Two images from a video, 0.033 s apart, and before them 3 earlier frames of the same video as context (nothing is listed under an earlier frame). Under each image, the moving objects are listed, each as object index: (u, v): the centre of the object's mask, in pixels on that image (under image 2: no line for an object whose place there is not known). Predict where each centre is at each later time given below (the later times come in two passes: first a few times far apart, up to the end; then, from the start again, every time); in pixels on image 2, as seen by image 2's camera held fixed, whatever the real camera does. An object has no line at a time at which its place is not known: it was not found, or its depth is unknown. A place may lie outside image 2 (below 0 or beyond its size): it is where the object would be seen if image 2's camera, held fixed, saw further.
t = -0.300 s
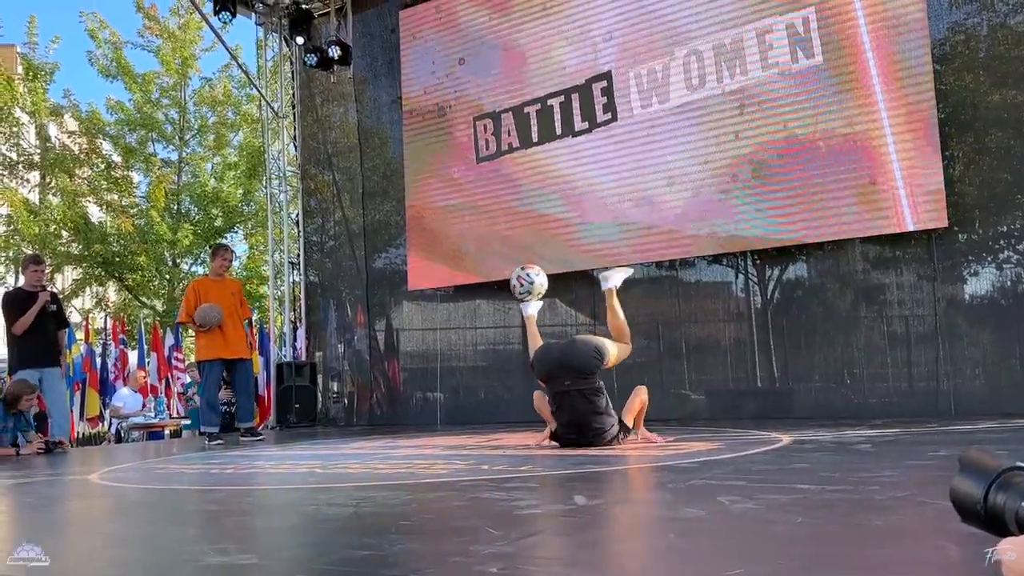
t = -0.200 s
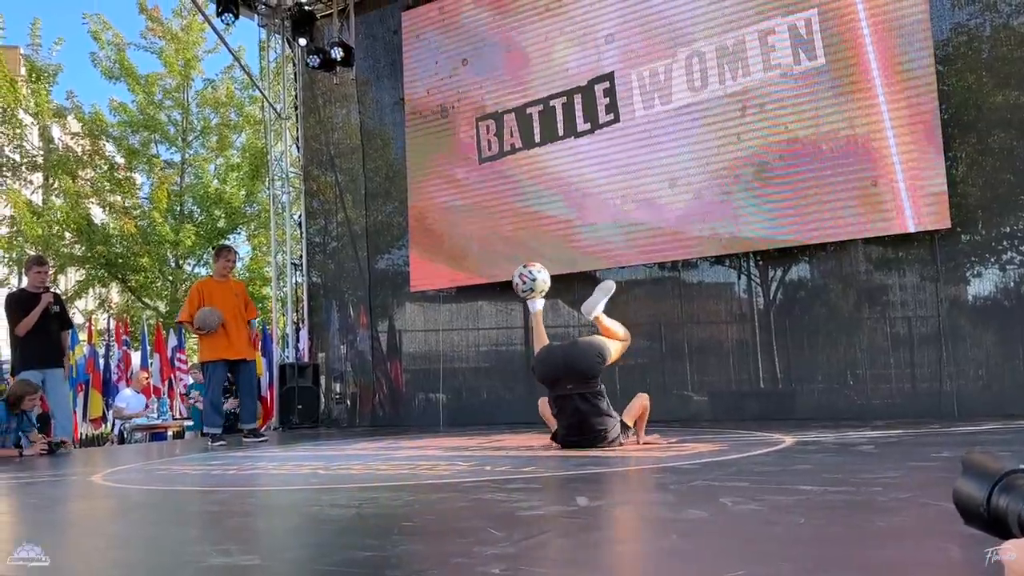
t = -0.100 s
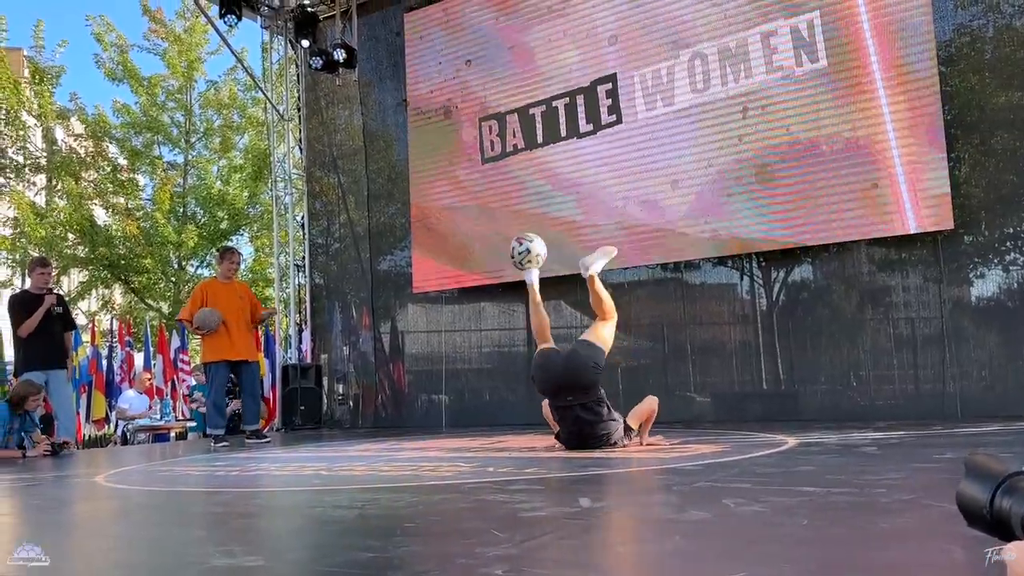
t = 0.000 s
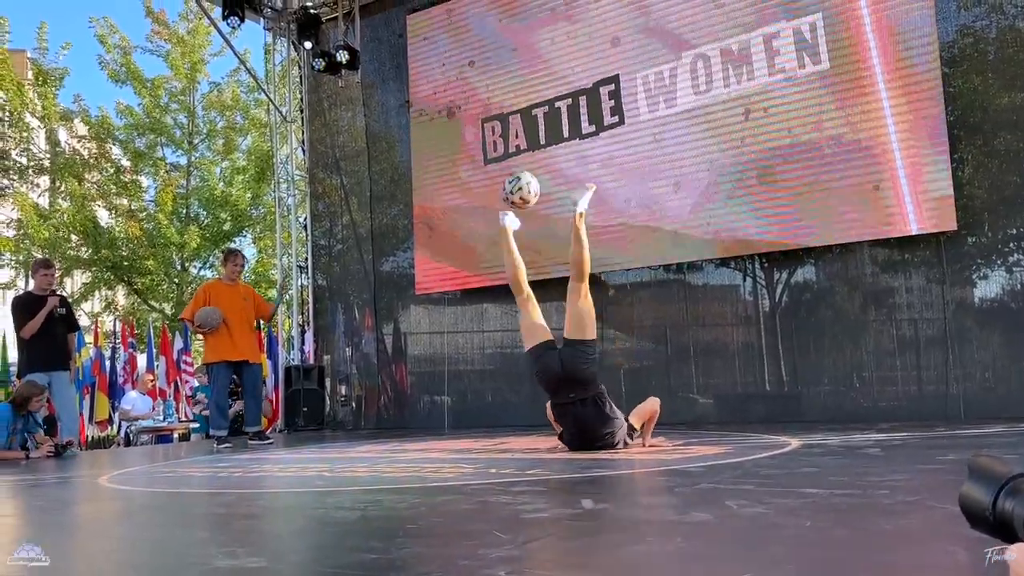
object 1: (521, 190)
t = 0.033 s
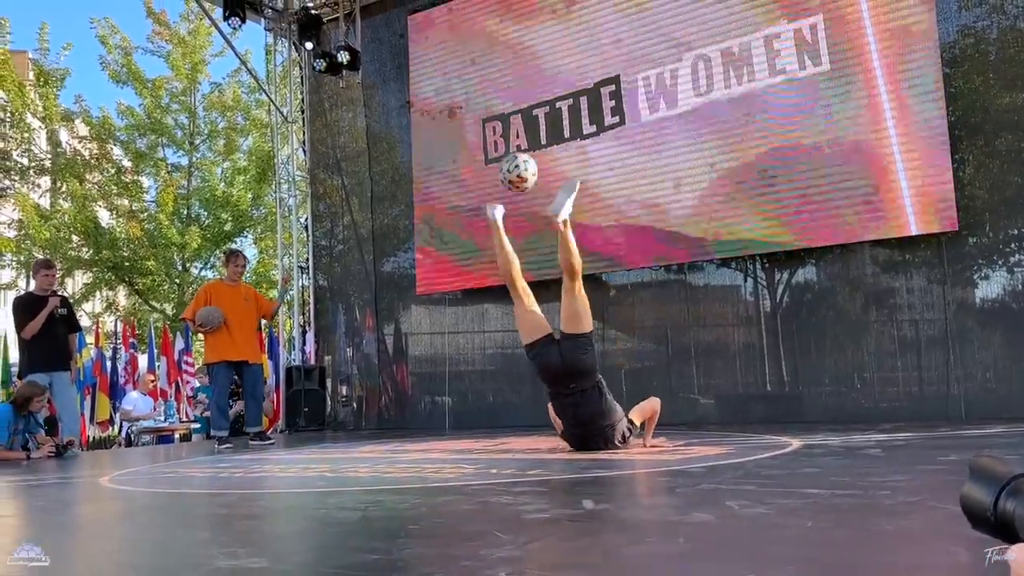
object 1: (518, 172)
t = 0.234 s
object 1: (501, 95)
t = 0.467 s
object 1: (482, 93)
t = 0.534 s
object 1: (477, 112)
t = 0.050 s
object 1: (517, 163)
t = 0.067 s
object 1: (515, 155)
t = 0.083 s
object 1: (514, 147)
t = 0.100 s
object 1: (512, 139)
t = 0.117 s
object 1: (511, 133)
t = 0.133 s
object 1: (509, 126)
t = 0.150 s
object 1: (508, 120)
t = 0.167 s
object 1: (507, 114)
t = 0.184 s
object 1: (505, 109)
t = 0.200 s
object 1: (504, 103)
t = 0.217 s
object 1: (502, 99)
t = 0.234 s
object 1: (501, 95)
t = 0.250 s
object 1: (500, 93)
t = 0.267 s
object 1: (499, 90)
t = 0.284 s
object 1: (497, 88)
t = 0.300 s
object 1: (495, 86)
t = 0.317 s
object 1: (494, 84)
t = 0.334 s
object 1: (493, 84)
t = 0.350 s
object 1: (492, 83)
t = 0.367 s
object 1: (490, 83)
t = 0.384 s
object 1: (489, 83)
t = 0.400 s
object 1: (488, 84)
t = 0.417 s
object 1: (486, 85)
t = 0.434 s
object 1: (485, 88)
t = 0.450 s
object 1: (484, 91)
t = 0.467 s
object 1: (482, 93)
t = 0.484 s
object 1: (482, 98)
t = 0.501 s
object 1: (480, 102)
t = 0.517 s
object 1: (479, 107)
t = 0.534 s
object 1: (477, 112)
